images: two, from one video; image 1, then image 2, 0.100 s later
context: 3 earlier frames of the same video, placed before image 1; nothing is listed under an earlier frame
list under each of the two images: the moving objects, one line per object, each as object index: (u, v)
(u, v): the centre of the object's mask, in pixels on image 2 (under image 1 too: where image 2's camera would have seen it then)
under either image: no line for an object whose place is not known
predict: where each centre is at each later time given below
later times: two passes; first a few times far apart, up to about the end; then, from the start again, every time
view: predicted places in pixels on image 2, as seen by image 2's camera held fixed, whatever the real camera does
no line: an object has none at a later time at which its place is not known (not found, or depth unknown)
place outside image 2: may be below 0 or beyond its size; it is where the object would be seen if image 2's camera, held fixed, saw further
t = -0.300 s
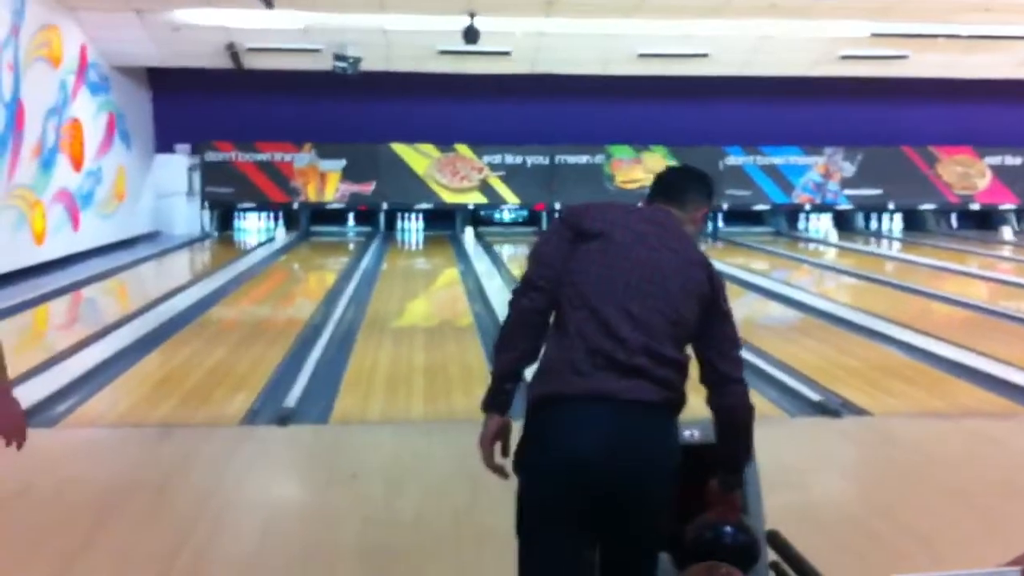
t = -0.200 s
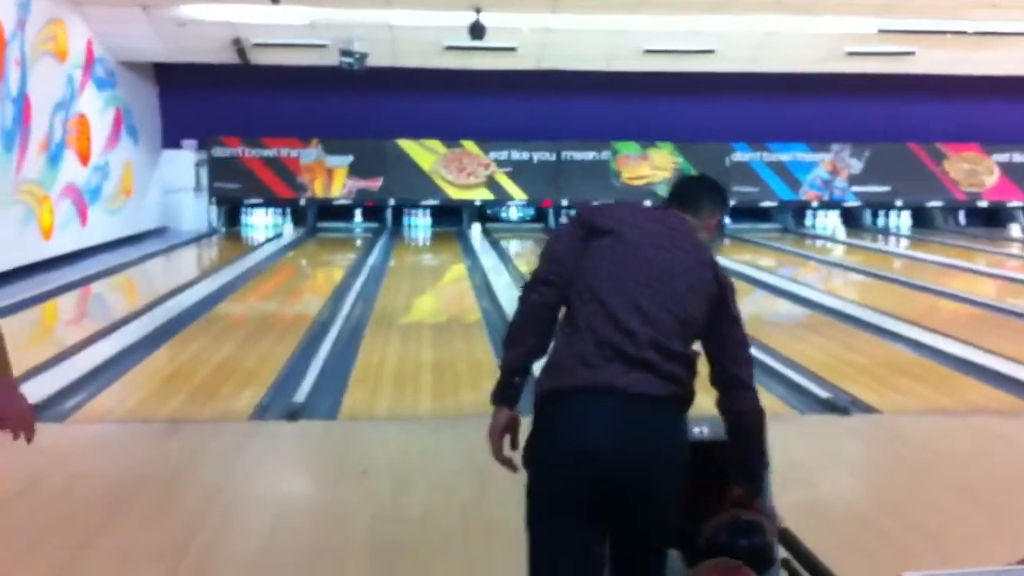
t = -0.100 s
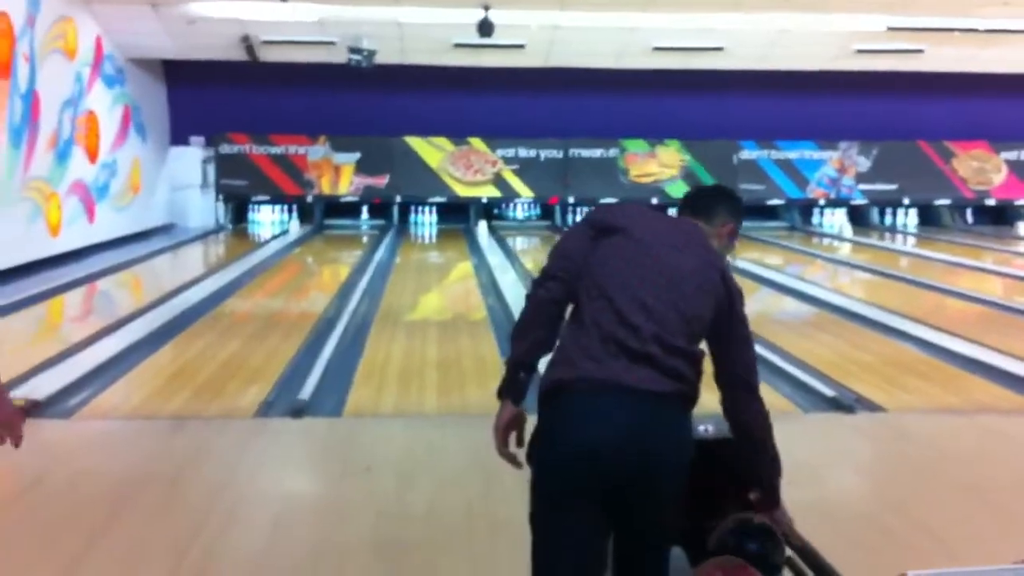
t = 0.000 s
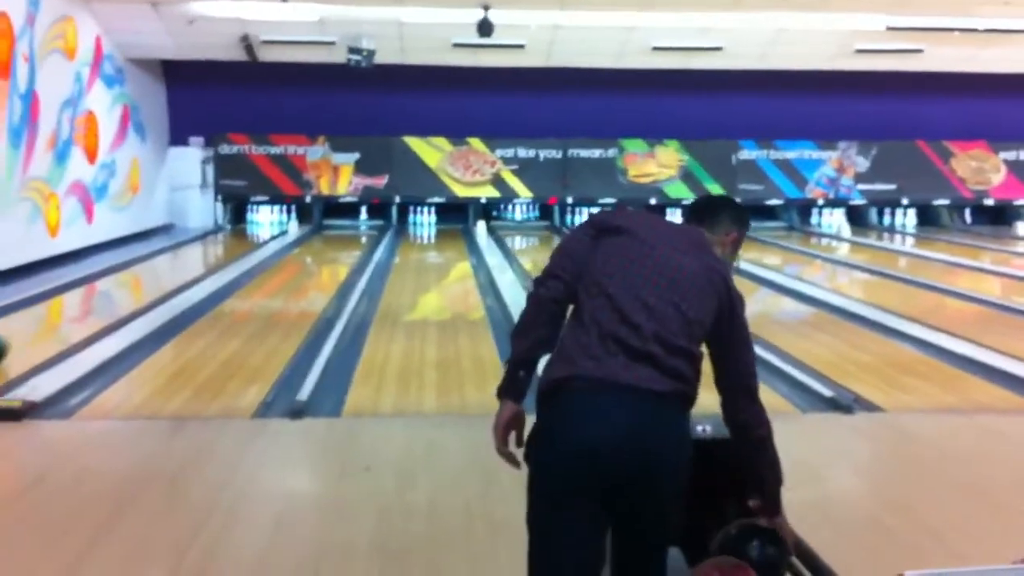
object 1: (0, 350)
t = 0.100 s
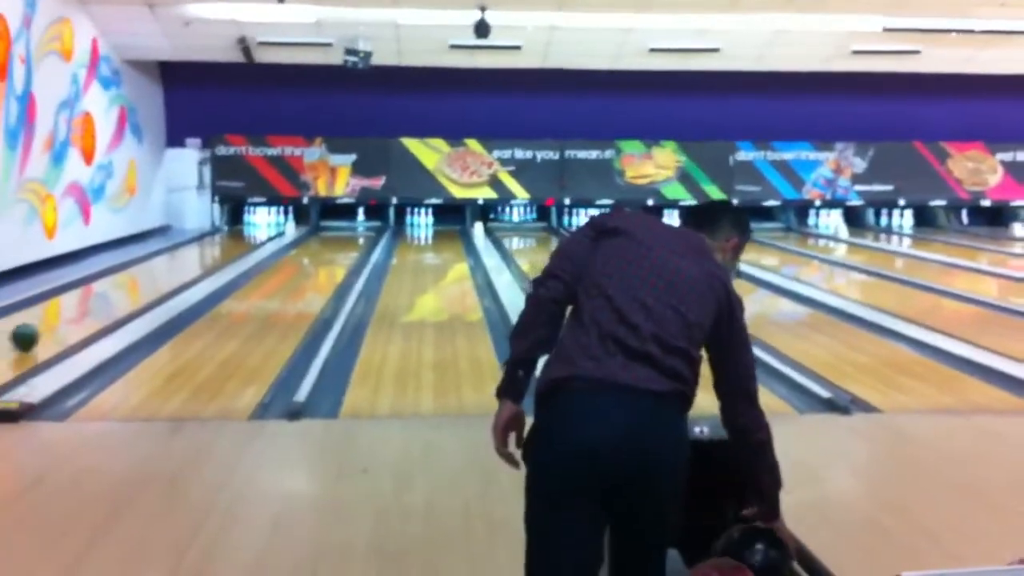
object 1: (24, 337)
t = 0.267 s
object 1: (74, 316)
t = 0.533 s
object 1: (133, 292)
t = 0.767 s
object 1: (171, 275)
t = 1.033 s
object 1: (200, 263)
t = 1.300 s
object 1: (223, 252)
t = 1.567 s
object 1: (235, 246)
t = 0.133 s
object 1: (36, 331)
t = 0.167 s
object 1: (46, 327)
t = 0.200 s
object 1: (58, 323)
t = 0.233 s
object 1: (66, 319)
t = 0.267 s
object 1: (74, 316)
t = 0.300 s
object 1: (82, 313)
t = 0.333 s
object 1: (91, 309)
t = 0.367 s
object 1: (99, 306)
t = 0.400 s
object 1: (105, 304)
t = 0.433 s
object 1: (113, 301)
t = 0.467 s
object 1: (120, 298)
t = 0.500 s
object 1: (127, 295)
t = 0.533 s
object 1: (133, 292)
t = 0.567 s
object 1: (139, 290)
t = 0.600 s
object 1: (145, 287)
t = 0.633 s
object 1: (150, 285)
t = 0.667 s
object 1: (156, 282)
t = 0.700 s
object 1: (161, 280)
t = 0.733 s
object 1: (166, 278)
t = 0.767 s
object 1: (171, 275)
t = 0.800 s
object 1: (175, 274)
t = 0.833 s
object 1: (179, 272)
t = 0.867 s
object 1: (184, 270)
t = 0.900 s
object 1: (187, 269)
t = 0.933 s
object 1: (191, 267)
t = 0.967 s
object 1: (194, 266)
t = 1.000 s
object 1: (198, 264)
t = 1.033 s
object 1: (200, 263)
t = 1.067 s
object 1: (203, 261)
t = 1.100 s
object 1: (207, 260)
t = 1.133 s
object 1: (209, 258)
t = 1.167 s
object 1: (212, 257)
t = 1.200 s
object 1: (215, 256)
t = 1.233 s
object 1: (217, 254)
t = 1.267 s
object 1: (219, 253)
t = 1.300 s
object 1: (223, 252)
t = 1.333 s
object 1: (225, 250)
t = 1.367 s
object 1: (226, 250)
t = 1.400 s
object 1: (228, 249)
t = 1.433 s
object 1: (230, 247)
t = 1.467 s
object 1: (232, 248)
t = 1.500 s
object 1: (233, 248)
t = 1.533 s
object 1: (233, 247)
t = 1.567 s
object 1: (235, 246)
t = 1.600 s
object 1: (238, 244)
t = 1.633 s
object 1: (239, 243)
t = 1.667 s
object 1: (240, 243)
